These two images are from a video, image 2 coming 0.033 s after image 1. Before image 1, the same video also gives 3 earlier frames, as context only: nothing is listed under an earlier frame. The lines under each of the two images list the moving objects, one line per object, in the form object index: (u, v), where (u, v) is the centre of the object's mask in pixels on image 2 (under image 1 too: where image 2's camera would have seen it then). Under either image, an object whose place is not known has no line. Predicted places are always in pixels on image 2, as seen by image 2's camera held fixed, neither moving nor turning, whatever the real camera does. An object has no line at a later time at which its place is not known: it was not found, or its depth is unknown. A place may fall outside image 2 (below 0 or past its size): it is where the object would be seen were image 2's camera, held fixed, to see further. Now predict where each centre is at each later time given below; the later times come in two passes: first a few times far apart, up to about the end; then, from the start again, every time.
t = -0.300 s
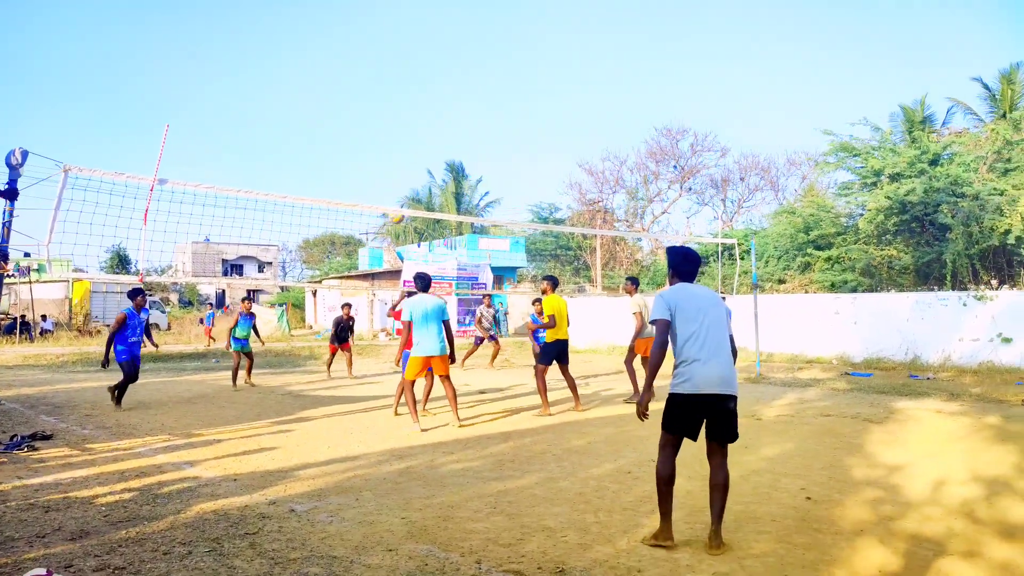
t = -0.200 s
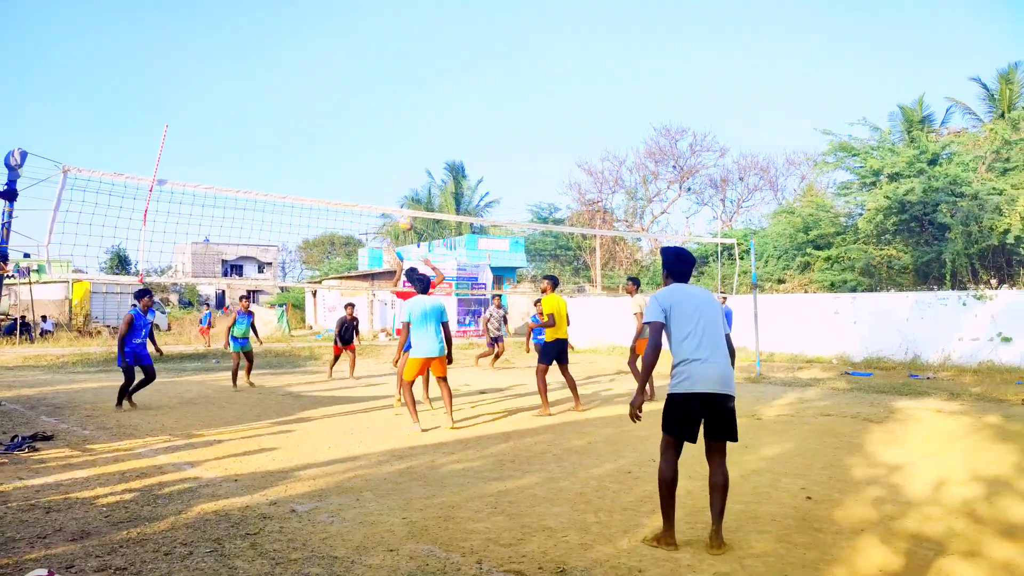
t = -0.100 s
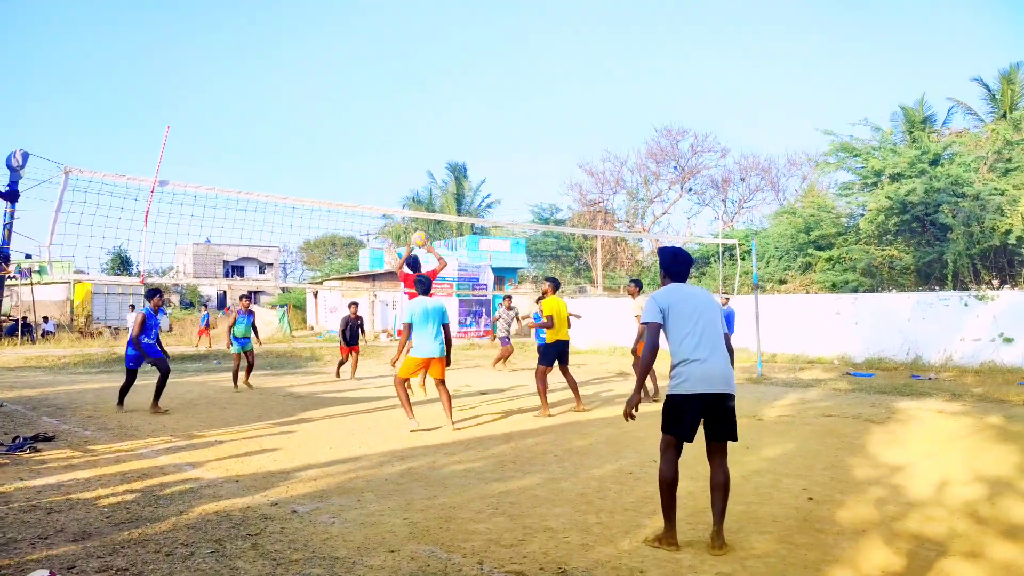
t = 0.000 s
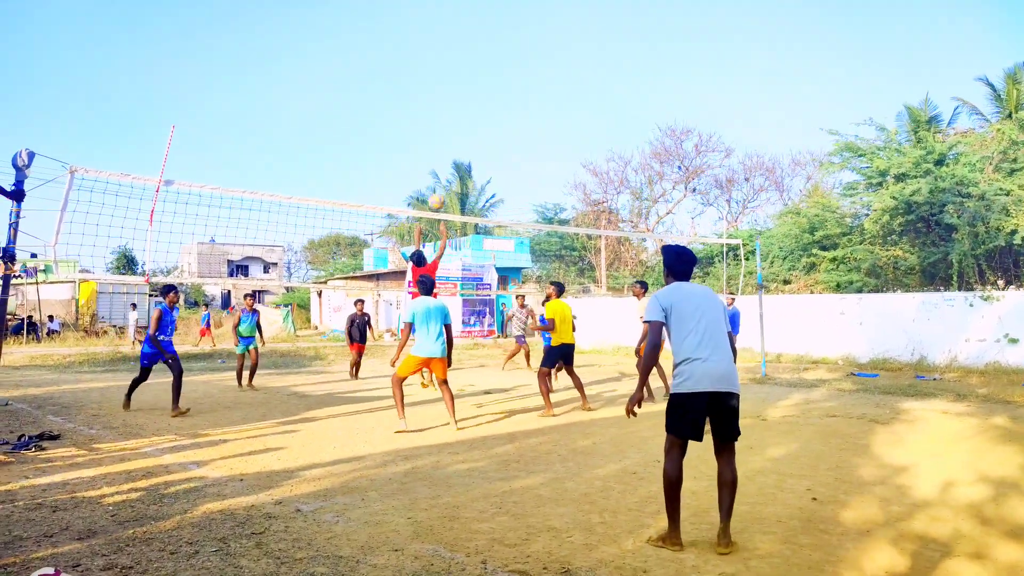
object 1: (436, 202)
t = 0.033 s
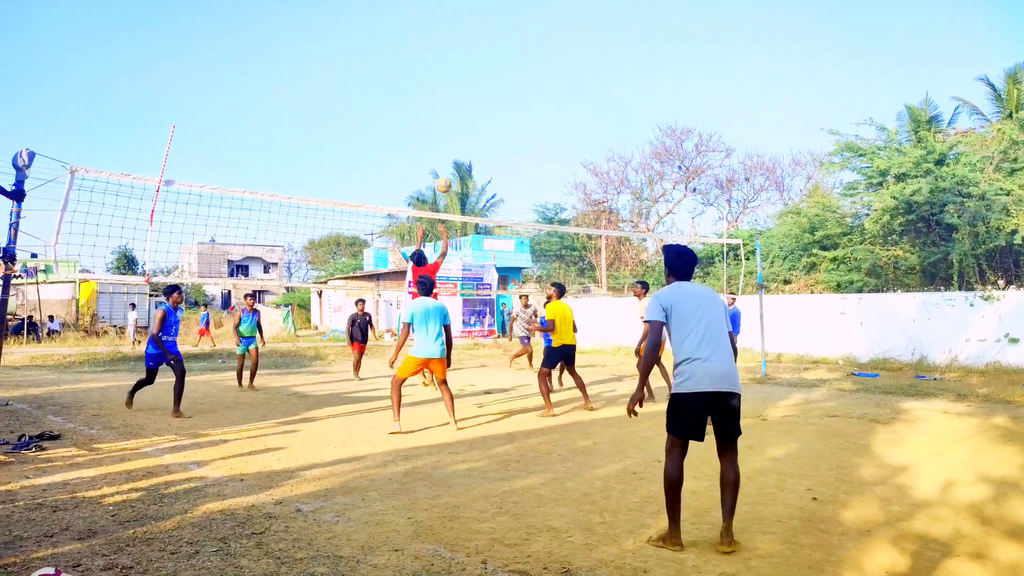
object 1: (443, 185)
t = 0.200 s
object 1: (472, 118)
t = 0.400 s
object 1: (503, 70)
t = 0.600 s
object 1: (530, 53)
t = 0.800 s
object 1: (554, 61)
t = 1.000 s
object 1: (576, 93)
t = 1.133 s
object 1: (590, 126)
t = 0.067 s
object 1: (449, 170)
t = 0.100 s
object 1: (455, 155)
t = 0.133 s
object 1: (461, 142)
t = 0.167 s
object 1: (467, 130)
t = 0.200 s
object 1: (472, 118)
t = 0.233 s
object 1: (478, 108)
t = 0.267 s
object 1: (483, 98)
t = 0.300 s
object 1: (488, 90)
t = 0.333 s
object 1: (493, 82)
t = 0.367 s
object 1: (498, 76)
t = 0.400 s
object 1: (503, 70)
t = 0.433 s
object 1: (508, 65)
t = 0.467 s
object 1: (512, 61)
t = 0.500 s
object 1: (517, 58)
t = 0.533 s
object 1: (521, 55)
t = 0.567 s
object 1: (526, 53)
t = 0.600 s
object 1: (530, 53)
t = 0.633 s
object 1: (534, 53)
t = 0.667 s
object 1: (538, 53)
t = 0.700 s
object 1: (542, 54)
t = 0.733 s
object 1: (546, 56)
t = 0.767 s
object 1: (550, 59)
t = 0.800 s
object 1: (554, 61)
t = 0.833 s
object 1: (557, 65)
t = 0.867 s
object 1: (561, 70)
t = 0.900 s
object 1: (565, 75)
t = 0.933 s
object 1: (569, 80)
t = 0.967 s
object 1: (573, 86)
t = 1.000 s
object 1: (576, 93)
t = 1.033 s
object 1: (580, 101)
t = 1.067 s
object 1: (584, 109)
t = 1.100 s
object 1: (587, 117)
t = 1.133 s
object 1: (590, 126)
